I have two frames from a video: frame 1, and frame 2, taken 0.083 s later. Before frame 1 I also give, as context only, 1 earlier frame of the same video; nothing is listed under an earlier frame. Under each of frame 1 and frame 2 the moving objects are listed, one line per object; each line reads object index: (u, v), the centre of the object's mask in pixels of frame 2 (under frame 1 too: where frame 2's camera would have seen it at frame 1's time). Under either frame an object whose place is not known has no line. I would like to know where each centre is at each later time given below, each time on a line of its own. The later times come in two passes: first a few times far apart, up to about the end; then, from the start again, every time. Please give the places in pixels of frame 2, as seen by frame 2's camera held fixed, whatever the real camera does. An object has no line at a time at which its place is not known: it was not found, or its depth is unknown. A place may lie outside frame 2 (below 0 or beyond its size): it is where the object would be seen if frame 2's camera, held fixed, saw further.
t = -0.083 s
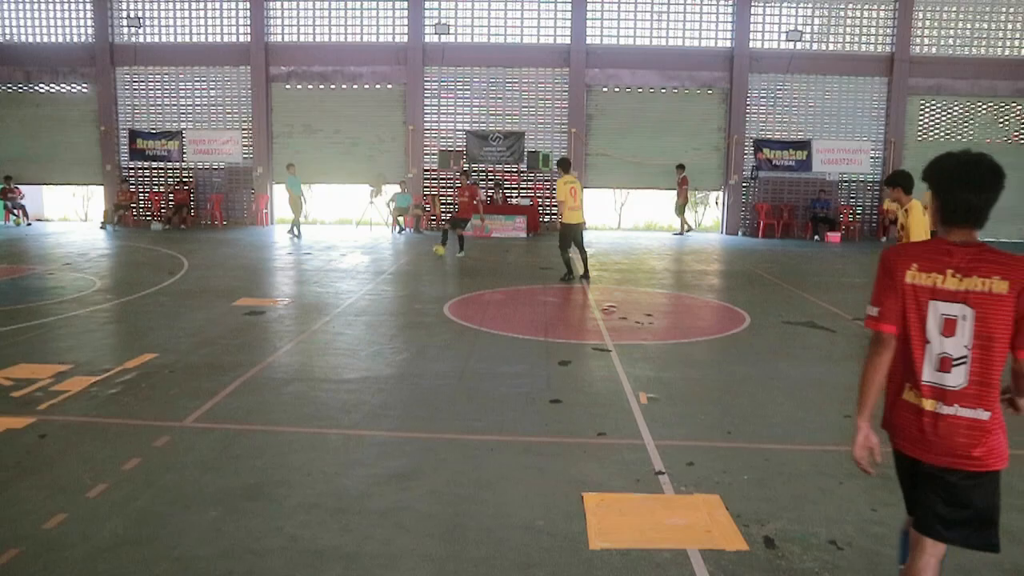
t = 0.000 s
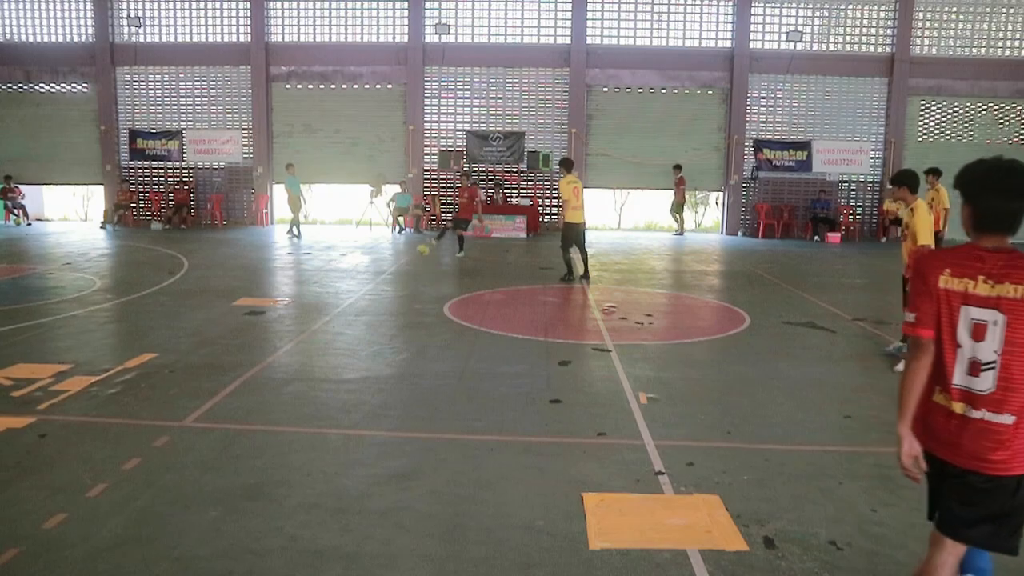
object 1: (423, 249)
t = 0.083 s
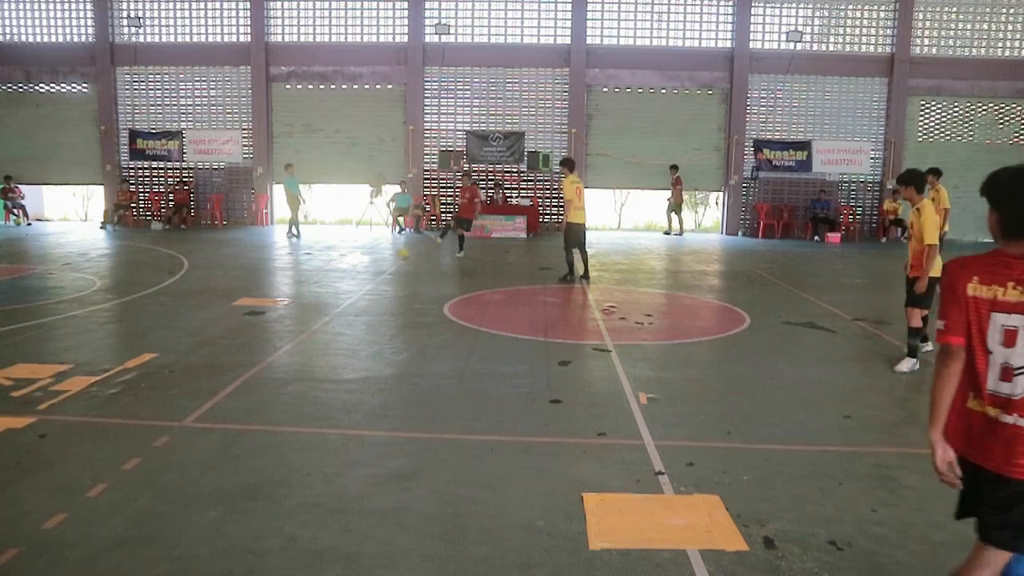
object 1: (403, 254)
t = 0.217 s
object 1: (366, 272)
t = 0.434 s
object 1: (299, 298)
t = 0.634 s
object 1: (228, 329)
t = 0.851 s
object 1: (128, 372)
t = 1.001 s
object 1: (27, 416)
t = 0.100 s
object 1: (399, 255)
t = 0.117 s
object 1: (394, 258)
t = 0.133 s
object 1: (390, 259)
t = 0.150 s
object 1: (385, 261)
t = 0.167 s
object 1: (380, 263)
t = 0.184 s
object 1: (377, 266)
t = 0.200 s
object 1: (371, 269)
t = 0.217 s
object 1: (366, 272)
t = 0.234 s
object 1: (360, 275)
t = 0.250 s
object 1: (355, 279)
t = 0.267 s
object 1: (350, 283)
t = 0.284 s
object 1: (344, 288)
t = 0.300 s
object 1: (339, 288)
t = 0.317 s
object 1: (335, 289)
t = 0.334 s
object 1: (330, 289)
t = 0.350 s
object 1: (325, 291)
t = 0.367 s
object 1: (320, 292)
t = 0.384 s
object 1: (315, 293)
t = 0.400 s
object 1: (311, 295)
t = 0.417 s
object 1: (304, 297)
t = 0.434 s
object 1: (299, 298)
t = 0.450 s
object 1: (293, 301)
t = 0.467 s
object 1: (287, 304)
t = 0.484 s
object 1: (282, 308)
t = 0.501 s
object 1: (276, 312)
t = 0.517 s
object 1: (269, 317)
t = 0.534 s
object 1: (263, 318)
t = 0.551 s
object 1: (257, 319)
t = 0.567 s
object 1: (252, 320)
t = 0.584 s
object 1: (246, 322)
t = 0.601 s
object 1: (240, 325)
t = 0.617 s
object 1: (234, 327)
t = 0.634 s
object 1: (228, 329)
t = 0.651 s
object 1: (221, 333)
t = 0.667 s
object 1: (214, 337)
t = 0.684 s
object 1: (208, 341)
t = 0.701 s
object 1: (202, 343)
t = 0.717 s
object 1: (194, 345)
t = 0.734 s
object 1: (187, 347)
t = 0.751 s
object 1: (179, 351)
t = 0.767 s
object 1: (171, 354)
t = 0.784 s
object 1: (162, 358)
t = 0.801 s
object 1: (155, 362)
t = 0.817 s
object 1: (146, 365)
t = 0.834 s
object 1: (137, 368)
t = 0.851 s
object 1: (128, 372)
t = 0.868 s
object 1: (117, 375)
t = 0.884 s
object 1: (108, 379)
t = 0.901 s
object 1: (99, 385)
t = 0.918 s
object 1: (87, 391)
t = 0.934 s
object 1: (77, 396)
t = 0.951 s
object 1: (64, 399)
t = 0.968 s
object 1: (52, 405)
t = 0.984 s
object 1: (40, 410)
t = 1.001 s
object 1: (27, 416)
